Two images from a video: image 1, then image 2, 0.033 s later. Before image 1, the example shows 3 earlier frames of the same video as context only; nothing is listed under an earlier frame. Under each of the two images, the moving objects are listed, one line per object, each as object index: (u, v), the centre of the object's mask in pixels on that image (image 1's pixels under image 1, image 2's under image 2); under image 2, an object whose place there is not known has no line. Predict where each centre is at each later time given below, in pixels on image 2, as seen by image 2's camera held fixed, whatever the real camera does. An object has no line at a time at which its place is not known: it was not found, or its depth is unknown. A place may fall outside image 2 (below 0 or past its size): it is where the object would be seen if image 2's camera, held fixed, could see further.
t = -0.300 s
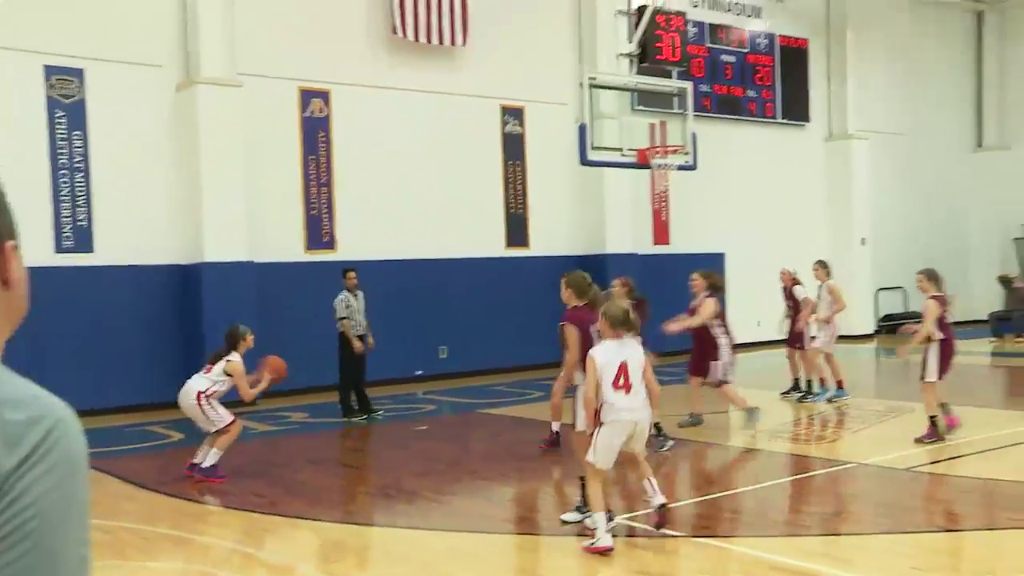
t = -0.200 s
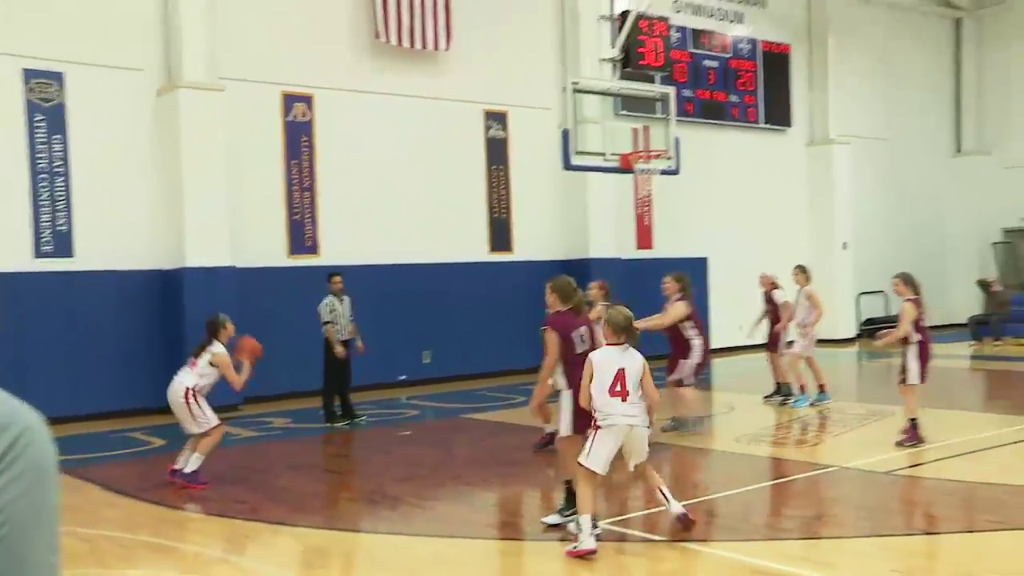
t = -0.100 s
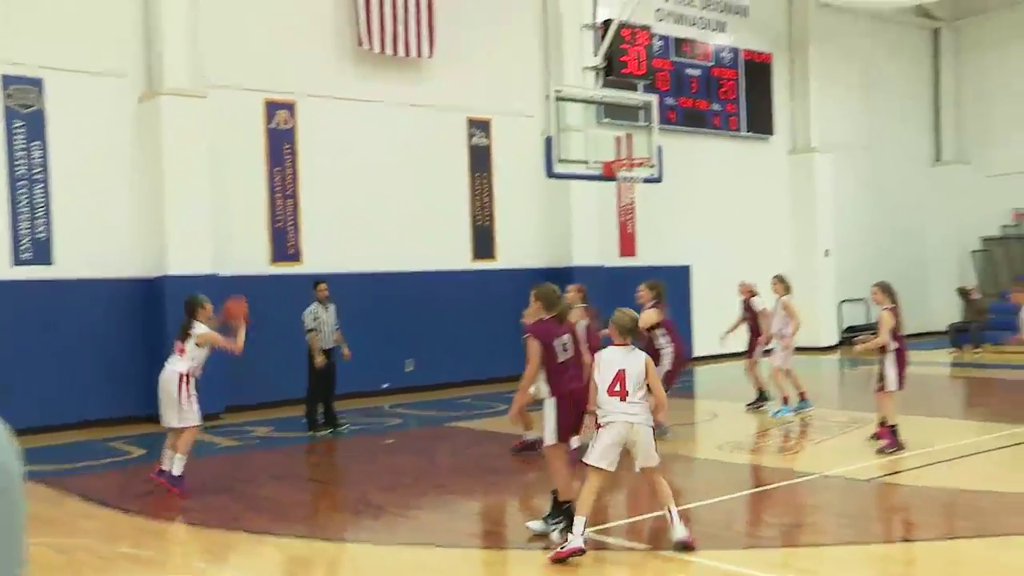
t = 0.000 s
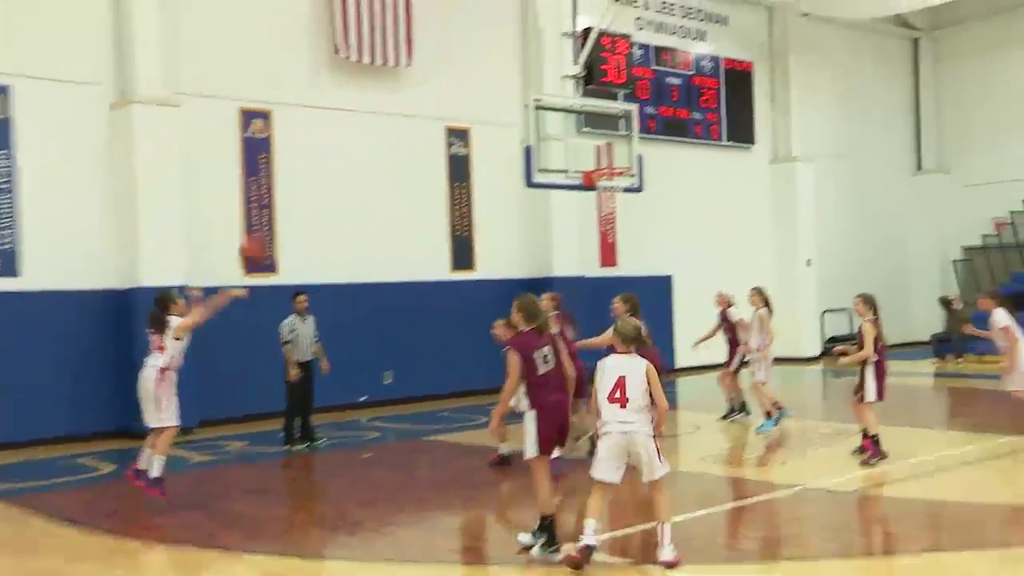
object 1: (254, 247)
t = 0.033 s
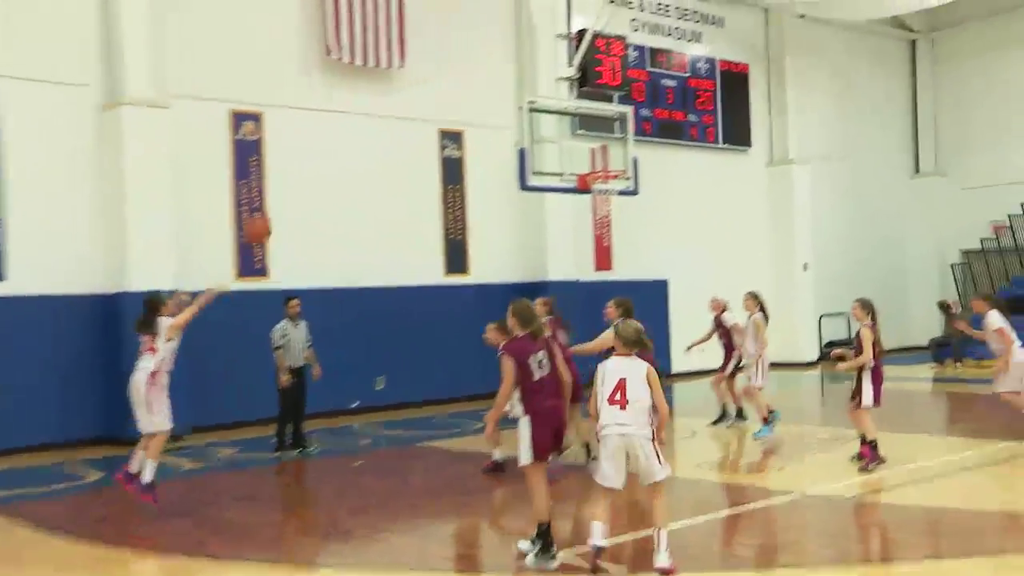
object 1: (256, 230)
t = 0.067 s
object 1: (275, 207)
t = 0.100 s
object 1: (288, 187)
